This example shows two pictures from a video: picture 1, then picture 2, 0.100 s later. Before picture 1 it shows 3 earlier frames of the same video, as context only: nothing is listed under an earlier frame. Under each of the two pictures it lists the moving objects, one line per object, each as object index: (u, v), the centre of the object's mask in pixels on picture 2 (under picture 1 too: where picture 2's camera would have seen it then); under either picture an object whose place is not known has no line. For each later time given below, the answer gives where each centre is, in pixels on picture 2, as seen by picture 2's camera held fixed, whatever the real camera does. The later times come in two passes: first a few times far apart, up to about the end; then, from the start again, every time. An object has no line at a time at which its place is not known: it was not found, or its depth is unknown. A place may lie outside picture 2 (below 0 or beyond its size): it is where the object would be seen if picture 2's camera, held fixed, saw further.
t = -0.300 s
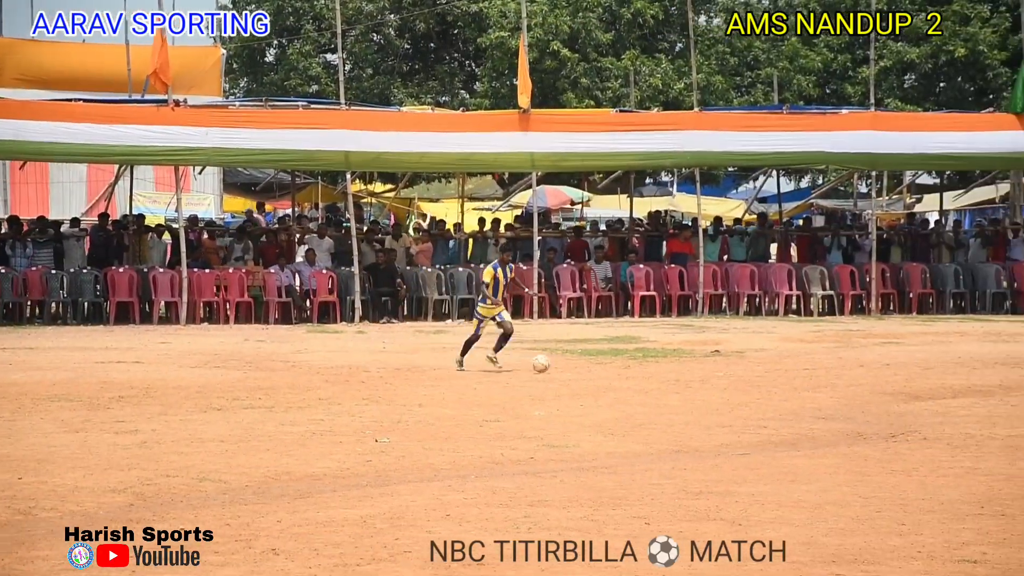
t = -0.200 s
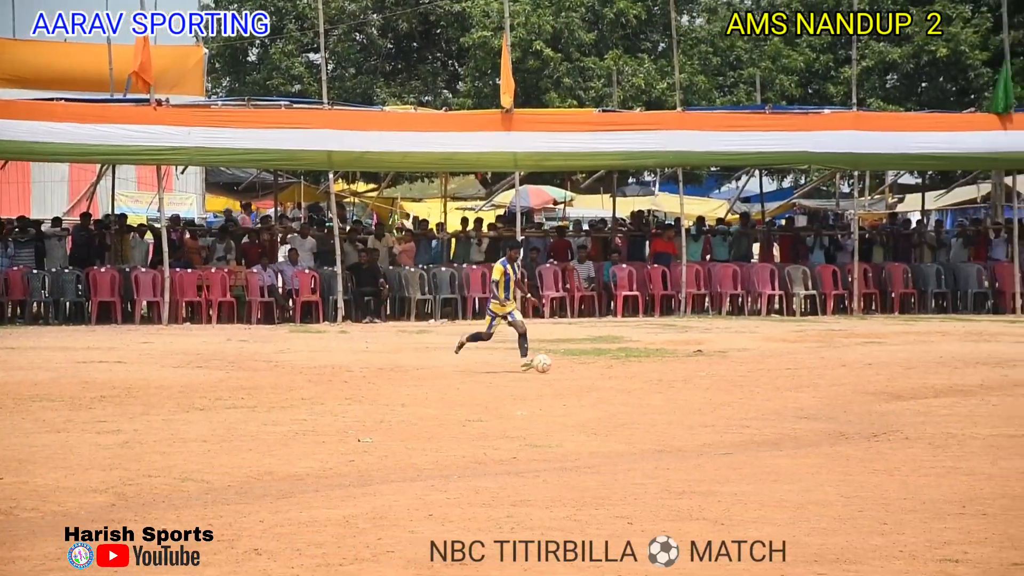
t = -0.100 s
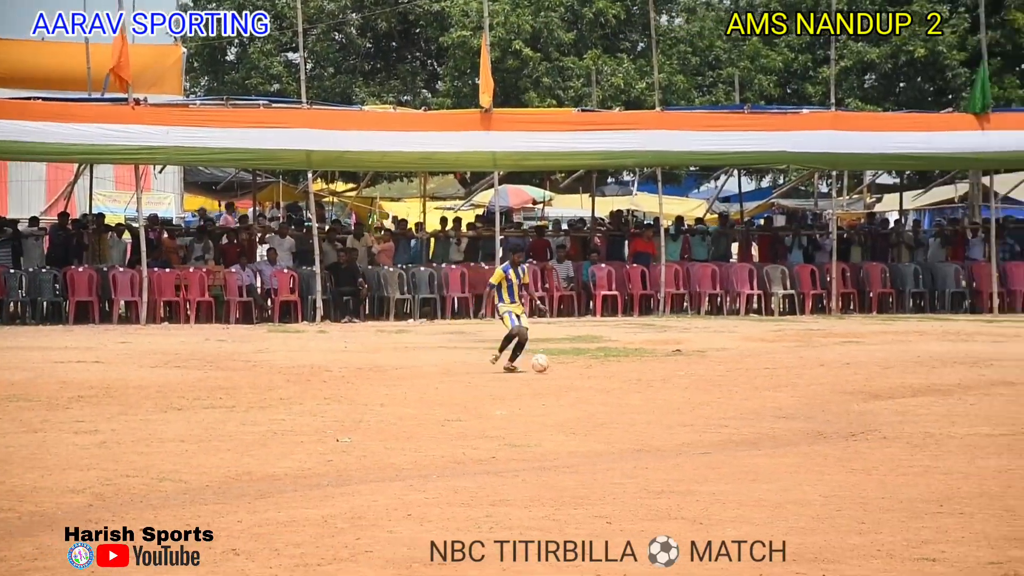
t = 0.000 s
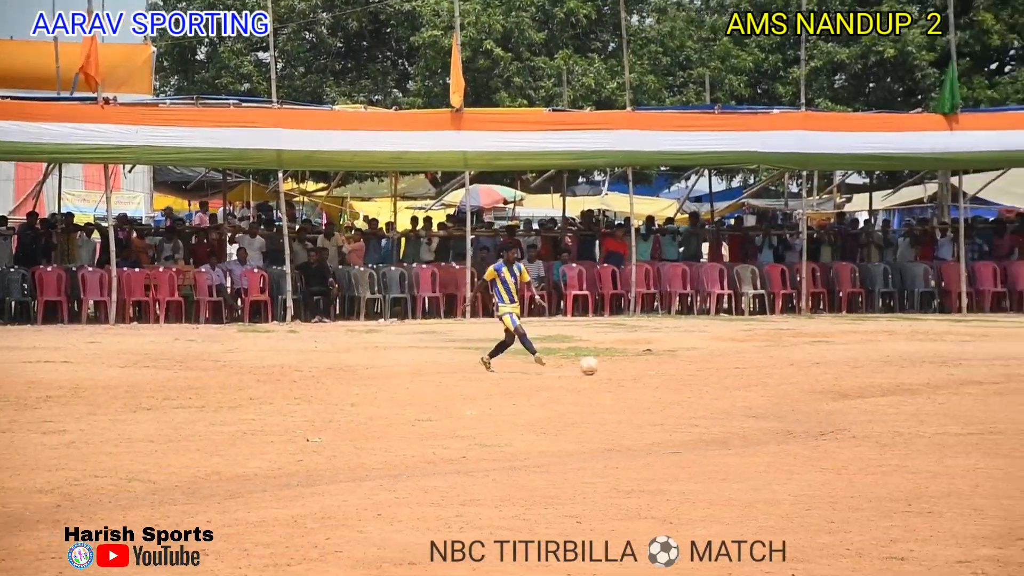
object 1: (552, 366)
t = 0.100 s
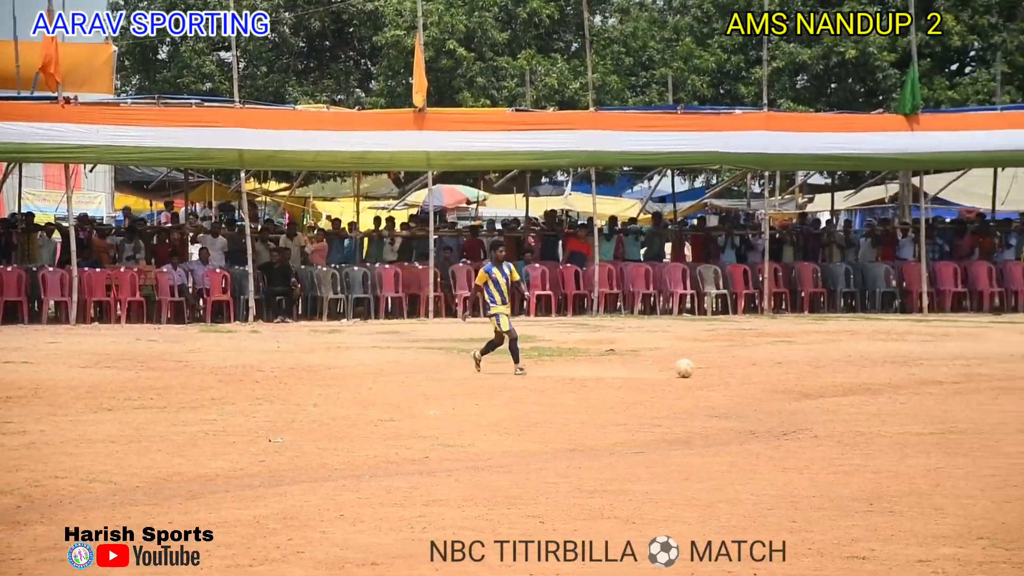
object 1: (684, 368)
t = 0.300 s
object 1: (935, 365)
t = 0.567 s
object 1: (1267, 371)
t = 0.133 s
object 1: (727, 369)
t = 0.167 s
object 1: (770, 370)
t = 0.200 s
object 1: (811, 368)
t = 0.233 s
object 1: (852, 366)
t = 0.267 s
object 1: (893, 364)
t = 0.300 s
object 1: (935, 365)
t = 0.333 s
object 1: (978, 366)
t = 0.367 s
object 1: (1021, 370)
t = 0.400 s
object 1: (1065, 374)
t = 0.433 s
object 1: (1108, 378)
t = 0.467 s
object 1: (1147, 375)
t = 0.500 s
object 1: (1186, 372)
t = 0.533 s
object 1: (1226, 370)
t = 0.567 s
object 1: (1267, 371)
